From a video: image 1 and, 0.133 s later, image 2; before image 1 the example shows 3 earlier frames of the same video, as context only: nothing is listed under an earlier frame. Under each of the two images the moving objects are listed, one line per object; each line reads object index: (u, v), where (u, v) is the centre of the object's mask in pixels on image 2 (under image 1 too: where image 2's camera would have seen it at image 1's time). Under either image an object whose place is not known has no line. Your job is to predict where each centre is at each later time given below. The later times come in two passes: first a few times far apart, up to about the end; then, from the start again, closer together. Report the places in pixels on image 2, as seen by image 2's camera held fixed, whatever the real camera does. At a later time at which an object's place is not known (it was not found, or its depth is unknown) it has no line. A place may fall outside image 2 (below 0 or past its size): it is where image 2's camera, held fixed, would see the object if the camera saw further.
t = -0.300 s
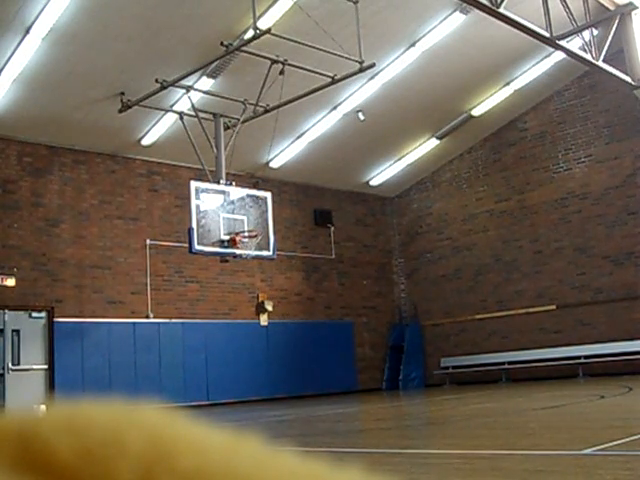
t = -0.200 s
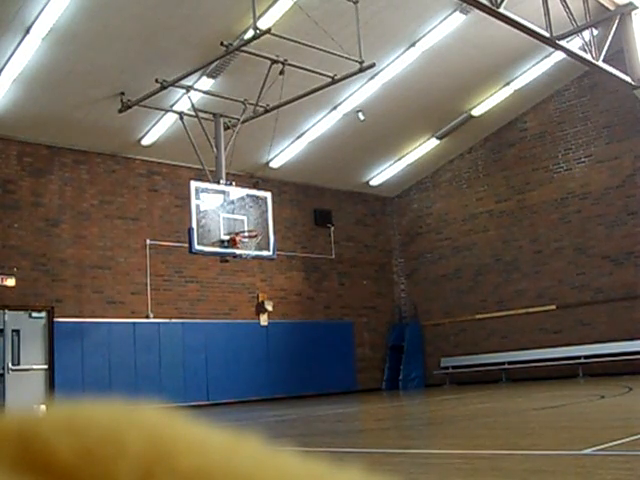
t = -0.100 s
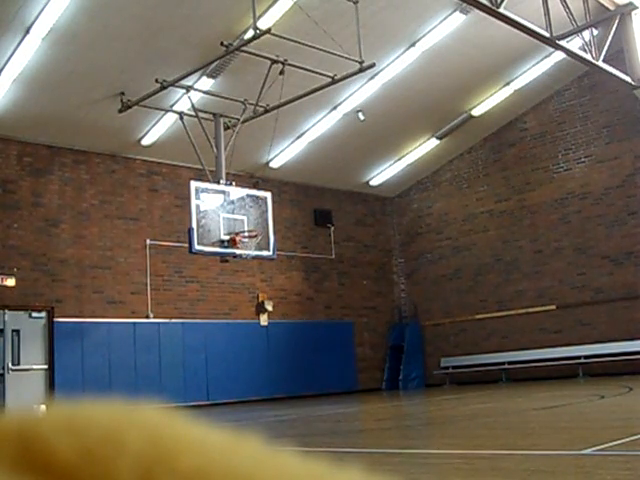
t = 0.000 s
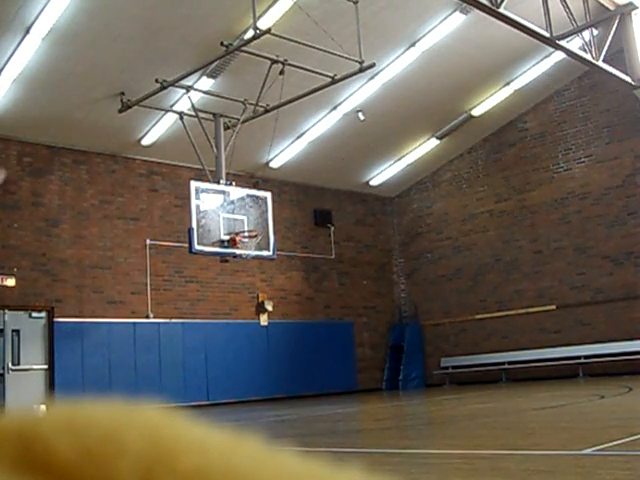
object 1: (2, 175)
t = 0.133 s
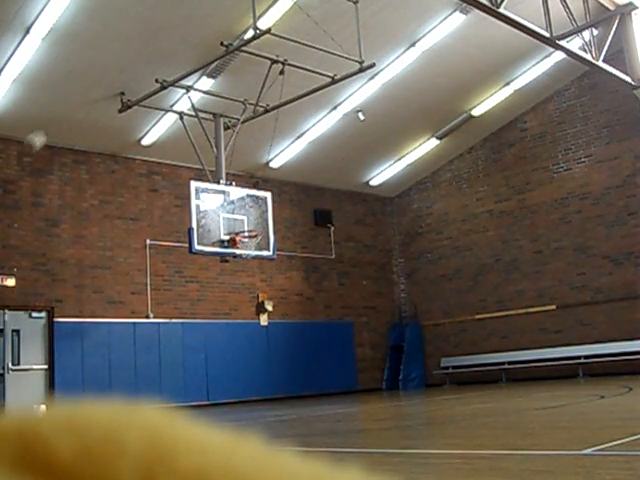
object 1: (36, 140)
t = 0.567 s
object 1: (143, 114)
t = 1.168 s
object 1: (255, 222)
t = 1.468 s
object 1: (272, 229)
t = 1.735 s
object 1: (290, 264)
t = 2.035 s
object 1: (315, 337)
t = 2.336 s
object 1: (340, 365)
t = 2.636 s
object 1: (361, 326)
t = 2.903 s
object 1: (383, 328)
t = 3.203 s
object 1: (408, 373)
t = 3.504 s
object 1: (428, 359)
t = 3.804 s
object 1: (447, 355)
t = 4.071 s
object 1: (466, 382)
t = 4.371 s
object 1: (483, 365)
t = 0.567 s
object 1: (143, 114)
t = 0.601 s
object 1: (148, 118)
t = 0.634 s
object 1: (155, 119)
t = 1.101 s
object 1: (252, 221)
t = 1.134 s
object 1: (254, 223)
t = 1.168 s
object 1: (255, 222)
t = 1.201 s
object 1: (257, 220)
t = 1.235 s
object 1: (259, 220)
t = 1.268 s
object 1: (261, 219)
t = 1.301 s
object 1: (262, 219)
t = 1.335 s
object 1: (264, 220)
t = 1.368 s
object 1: (265, 221)
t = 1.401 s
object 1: (269, 223)
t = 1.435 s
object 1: (270, 226)
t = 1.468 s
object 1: (272, 229)
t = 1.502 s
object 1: (275, 233)
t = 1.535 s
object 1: (276, 236)
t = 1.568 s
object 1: (278, 241)
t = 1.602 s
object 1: (280, 247)
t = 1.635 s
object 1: (282, 250)
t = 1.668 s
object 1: (285, 255)
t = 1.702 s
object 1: (288, 259)
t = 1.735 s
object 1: (290, 264)
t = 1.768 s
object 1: (293, 270)
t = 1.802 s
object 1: (296, 276)
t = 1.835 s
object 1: (299, 284)
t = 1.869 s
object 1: (301, 291)
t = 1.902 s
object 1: (304, 299)
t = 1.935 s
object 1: (307, 308)
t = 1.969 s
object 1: (310, 317)
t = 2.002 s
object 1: (313, 327)
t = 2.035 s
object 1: (315, 337)
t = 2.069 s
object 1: (318, 348)
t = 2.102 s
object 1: (321, 359)
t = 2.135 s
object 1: (324, 371)
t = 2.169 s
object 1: (327, 383)
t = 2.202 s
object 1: (330, 395)
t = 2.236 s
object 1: (333, 389)
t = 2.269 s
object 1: (335, 381)
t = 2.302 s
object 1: (337, 373)
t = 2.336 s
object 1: (340, 365)
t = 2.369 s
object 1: (342, 359)
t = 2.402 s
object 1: (344, 352)
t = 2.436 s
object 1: (346, 347)
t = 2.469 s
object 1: (349, 342)
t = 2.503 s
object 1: (351, 337)
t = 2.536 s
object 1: (354, 334)
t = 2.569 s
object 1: (356, 330)
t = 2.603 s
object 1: (359, 327)
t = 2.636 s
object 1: (361, 326)
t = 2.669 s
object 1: (364, 324)
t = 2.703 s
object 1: (366, 323)
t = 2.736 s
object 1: (369, 322)
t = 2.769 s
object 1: (372, 322)
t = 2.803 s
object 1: (374, 323)
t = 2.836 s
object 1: (377, 324)
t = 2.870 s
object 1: (380, 326)
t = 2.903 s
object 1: (383, 328)
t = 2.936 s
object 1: (385, 331)
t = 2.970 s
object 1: (388, 335)
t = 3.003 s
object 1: (391, 338)
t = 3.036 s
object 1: (394, 343)
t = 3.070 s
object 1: (397, 347)
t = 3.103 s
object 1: (400, 354)
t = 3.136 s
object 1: (403, 359)
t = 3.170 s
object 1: (406, 365)
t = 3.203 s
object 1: (408, 373)
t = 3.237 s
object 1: (412, 380)
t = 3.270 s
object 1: (415, 387)
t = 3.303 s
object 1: (417, 385)
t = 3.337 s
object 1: (419, 379)
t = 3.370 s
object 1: (420, 374)
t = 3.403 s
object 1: (422, 369)
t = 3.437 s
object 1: (424, 365)
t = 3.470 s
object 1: (426, 361)
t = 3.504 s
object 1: (428, 359)
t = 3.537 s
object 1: (430, 356)
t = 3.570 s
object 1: (432, 354)
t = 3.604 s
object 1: (434, 353)
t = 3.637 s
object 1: (436, 352)
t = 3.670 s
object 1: (438, 352)
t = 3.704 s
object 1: (440, 352)
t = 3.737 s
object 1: (442, 352)
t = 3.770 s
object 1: (445, 353)
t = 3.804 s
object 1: (447, 355)
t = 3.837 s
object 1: (449, 356)
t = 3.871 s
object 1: (452, 360)
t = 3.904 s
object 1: (454, 363)
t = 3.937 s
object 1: (457, 368)
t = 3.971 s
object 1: (459, 373)
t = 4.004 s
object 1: (461, 378)
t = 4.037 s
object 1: (464, 382)
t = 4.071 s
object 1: (466, 382)
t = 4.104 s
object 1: (467, 378)
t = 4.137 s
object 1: (469, 375)
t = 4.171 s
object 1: (471, 372)
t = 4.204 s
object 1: (473, 369)
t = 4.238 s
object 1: (475, 367)
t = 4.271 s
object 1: (477, 366)
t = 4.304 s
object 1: (479, 365)
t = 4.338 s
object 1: (481, 365)
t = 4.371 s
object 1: (483, 365)
